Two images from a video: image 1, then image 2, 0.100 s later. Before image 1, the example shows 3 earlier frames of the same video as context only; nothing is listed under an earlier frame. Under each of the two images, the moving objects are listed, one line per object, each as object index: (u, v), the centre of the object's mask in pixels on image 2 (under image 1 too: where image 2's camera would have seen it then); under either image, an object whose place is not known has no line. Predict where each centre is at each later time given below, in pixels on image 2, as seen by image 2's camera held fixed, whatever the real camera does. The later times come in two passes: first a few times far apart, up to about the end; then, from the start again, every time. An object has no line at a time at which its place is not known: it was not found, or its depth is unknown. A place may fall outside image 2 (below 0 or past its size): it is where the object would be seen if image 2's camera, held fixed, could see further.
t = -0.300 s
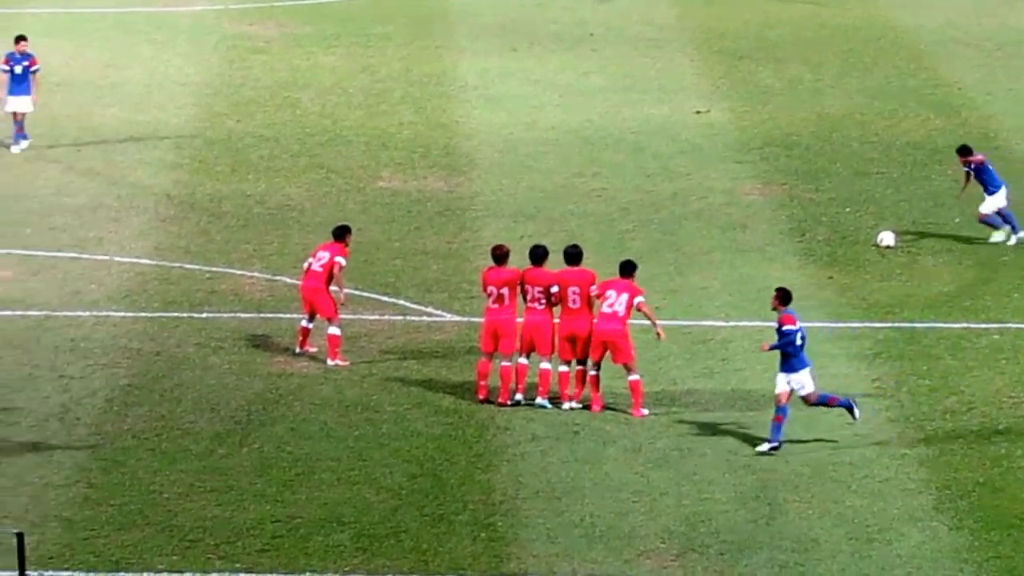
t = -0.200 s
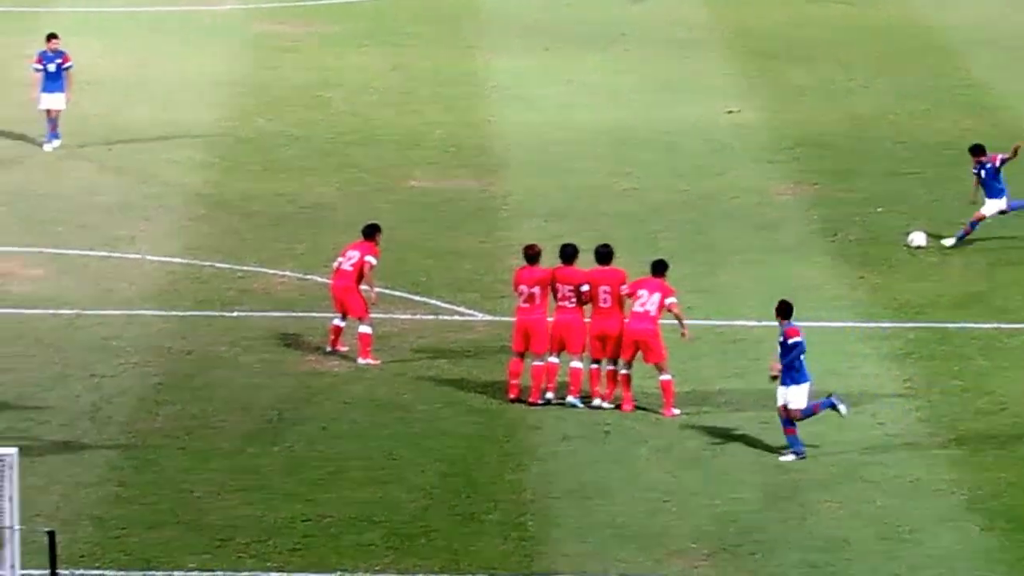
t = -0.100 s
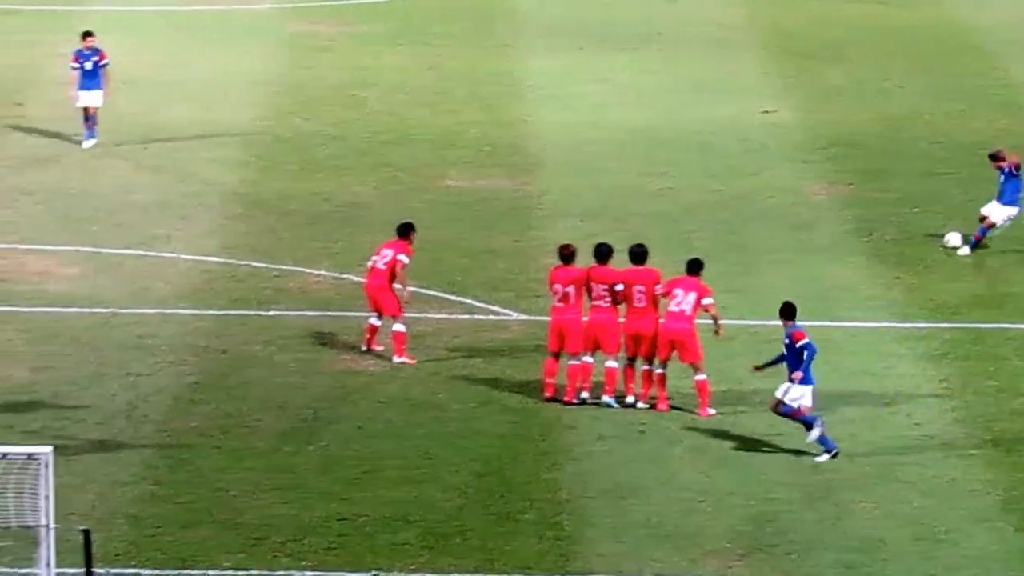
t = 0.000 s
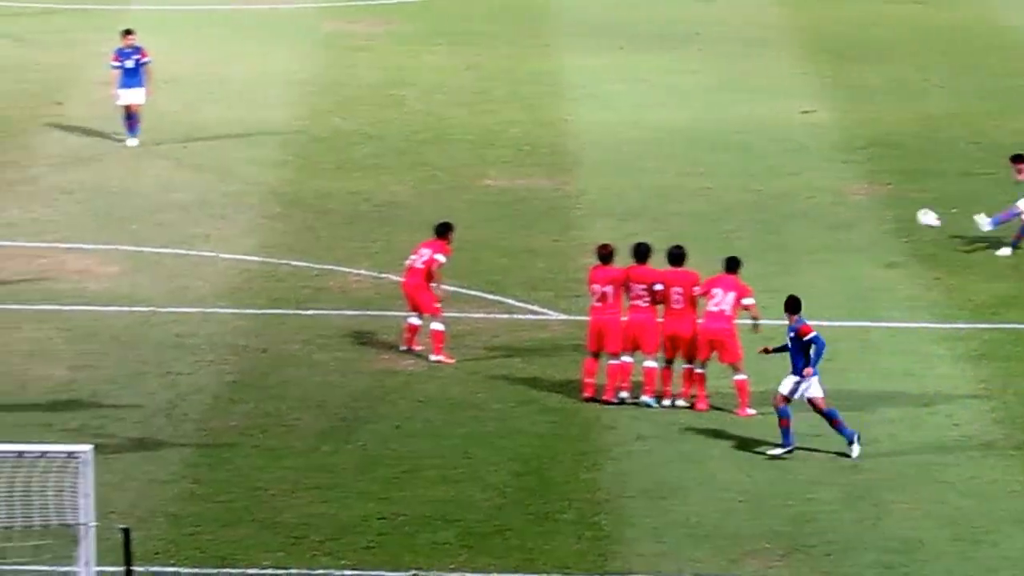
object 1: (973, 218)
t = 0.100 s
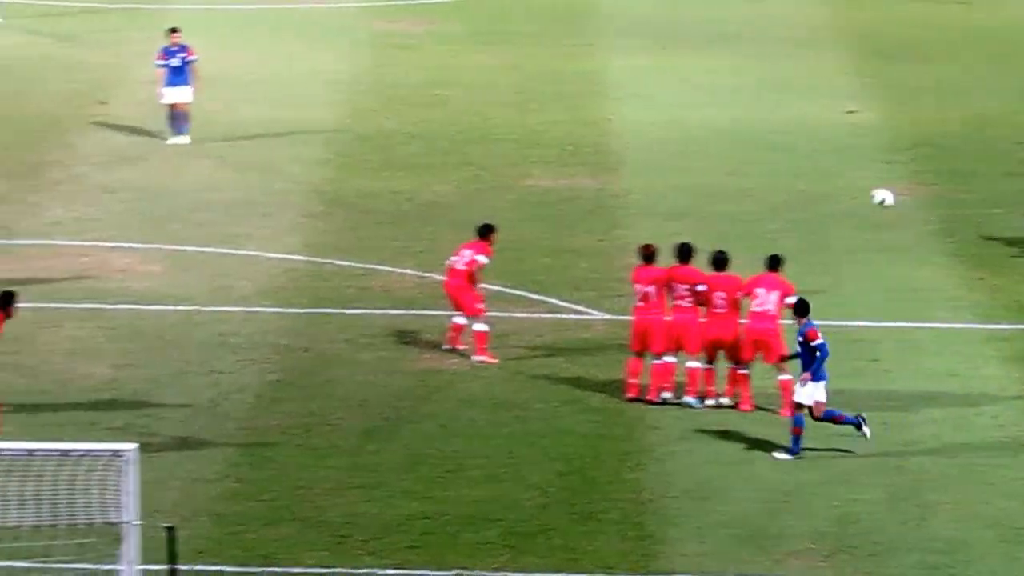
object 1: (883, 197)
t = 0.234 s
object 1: (759, 187)
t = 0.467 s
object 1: (531, 224)
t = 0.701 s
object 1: (282, 357)
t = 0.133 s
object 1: (852, 192)
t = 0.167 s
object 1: (821, 190)
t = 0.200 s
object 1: (791, 187)
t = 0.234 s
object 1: (759, 187)
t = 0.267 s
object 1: (727, 188)
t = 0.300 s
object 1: (696, 190)
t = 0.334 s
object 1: (664, 194)
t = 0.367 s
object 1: (631, 200)
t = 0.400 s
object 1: (597, 206)
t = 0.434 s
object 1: (565, 214)
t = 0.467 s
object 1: (531, 224)
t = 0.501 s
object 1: (498, 235)
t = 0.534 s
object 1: (462, 249)
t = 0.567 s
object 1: (428, 266)
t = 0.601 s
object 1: (392, 285)
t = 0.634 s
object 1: (355, 305)
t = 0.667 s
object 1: (320, 329)
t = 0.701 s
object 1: (282, 357)
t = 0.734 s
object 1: (243, 386)
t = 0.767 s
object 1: (201, 421)
